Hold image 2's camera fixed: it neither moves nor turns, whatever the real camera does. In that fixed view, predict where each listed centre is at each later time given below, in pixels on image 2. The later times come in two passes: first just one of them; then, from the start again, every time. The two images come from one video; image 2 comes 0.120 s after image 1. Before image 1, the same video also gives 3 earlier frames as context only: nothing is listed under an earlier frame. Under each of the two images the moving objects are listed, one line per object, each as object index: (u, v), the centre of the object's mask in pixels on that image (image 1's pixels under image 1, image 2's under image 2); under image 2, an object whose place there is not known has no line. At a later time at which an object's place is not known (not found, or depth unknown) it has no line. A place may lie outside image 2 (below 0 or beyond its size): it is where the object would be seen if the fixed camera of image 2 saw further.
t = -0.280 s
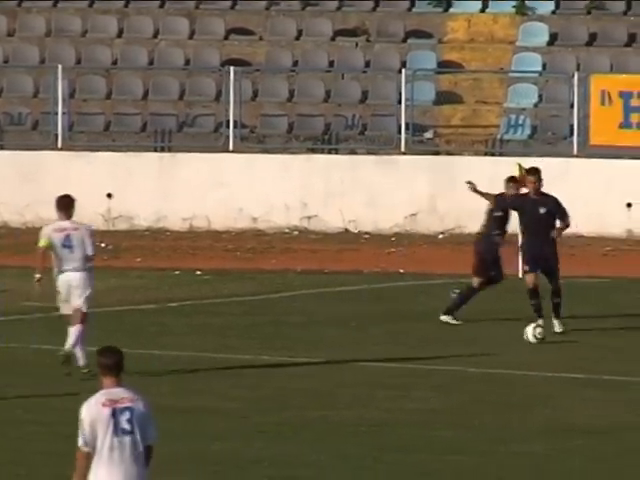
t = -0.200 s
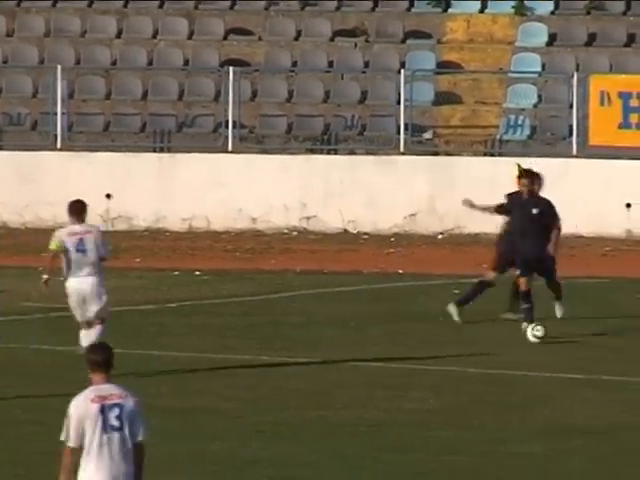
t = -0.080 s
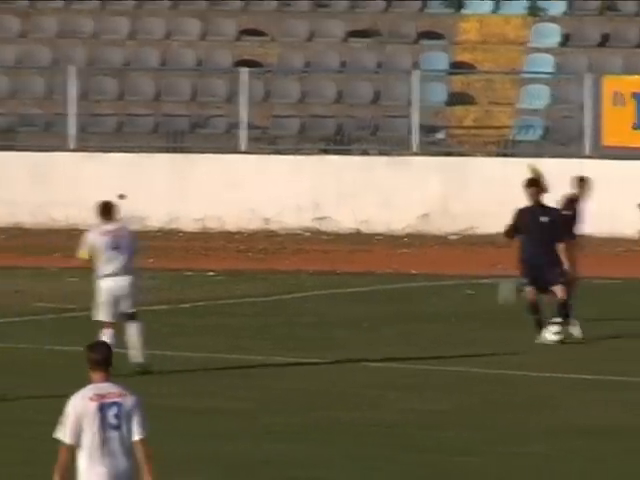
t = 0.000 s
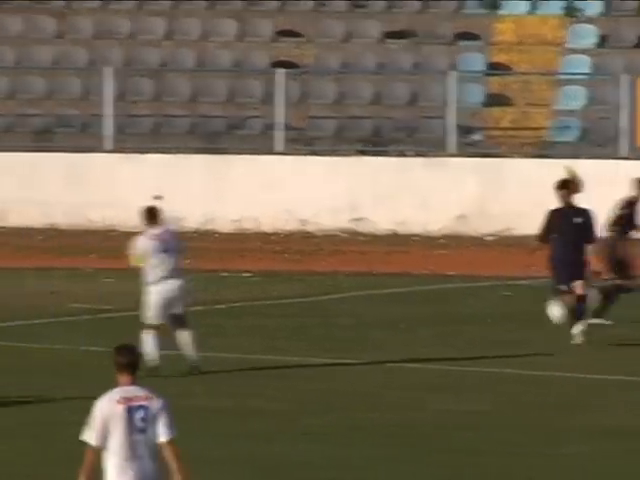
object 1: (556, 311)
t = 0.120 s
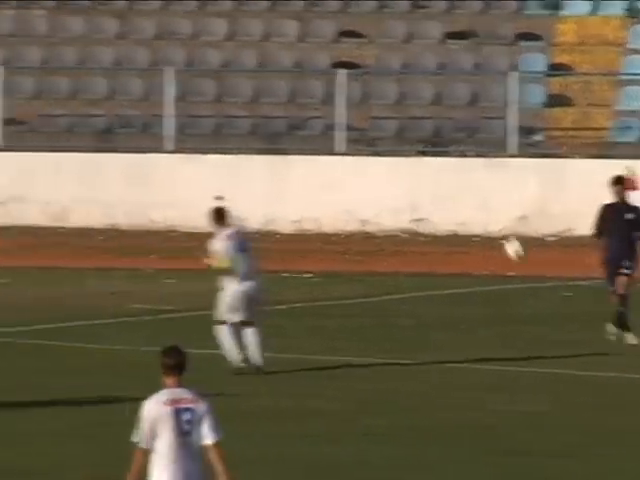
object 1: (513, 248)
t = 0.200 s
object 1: (442, 212)
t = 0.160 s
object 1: (479, 230)
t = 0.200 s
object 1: (442, 212)
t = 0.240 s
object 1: (405, 197)
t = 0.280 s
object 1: (364, 180)
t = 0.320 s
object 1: (323, 165)
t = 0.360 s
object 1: (280, 151)
